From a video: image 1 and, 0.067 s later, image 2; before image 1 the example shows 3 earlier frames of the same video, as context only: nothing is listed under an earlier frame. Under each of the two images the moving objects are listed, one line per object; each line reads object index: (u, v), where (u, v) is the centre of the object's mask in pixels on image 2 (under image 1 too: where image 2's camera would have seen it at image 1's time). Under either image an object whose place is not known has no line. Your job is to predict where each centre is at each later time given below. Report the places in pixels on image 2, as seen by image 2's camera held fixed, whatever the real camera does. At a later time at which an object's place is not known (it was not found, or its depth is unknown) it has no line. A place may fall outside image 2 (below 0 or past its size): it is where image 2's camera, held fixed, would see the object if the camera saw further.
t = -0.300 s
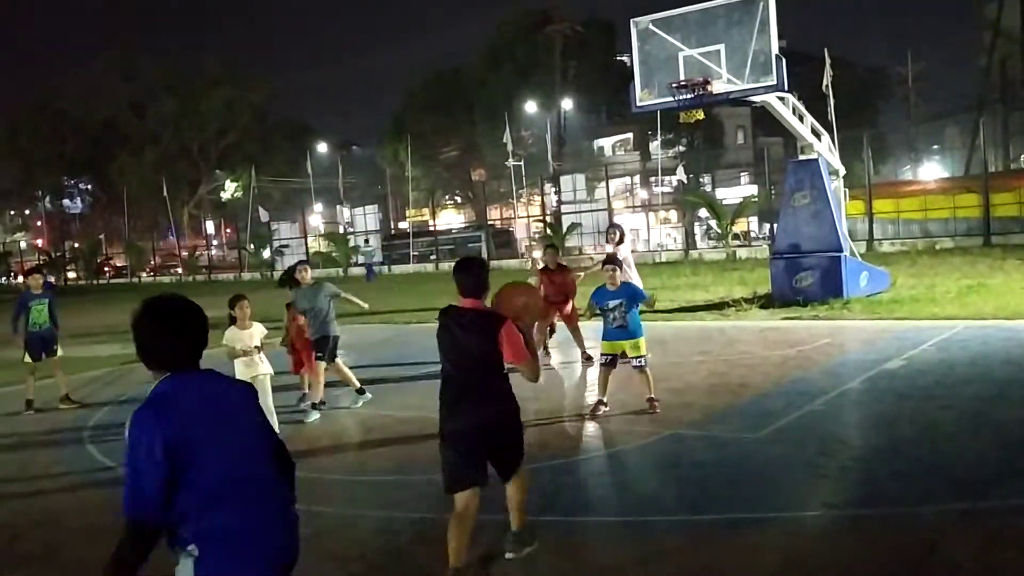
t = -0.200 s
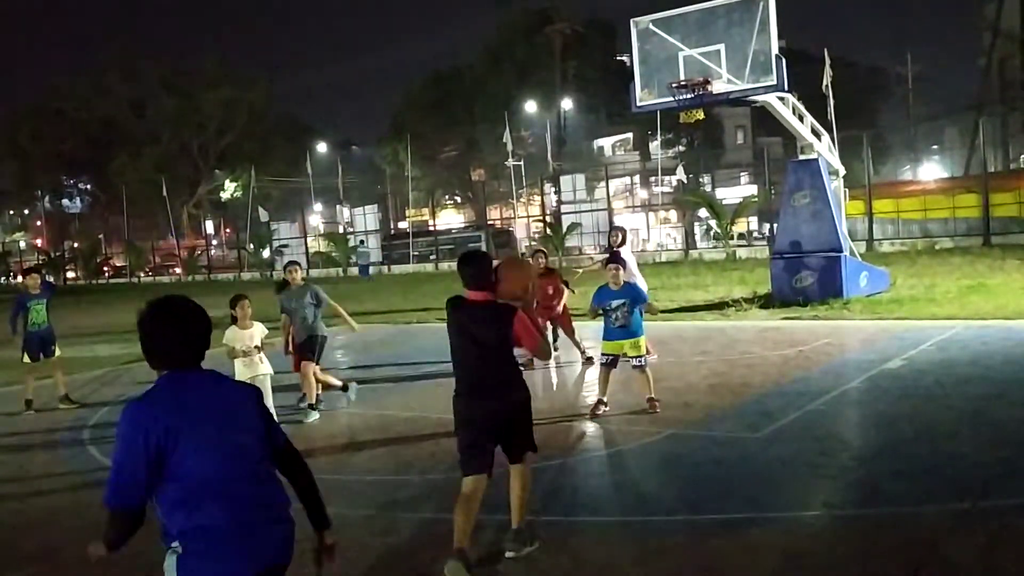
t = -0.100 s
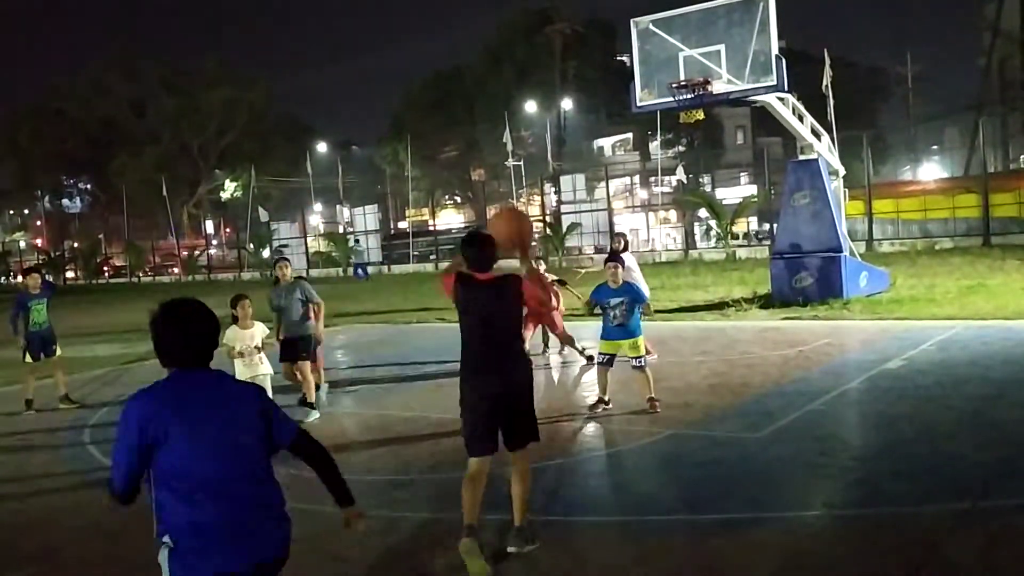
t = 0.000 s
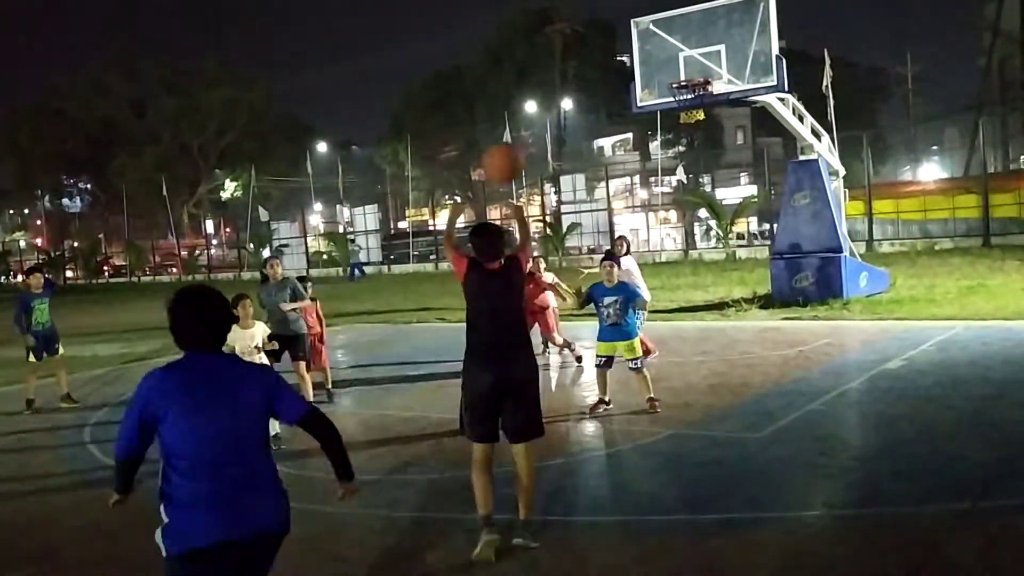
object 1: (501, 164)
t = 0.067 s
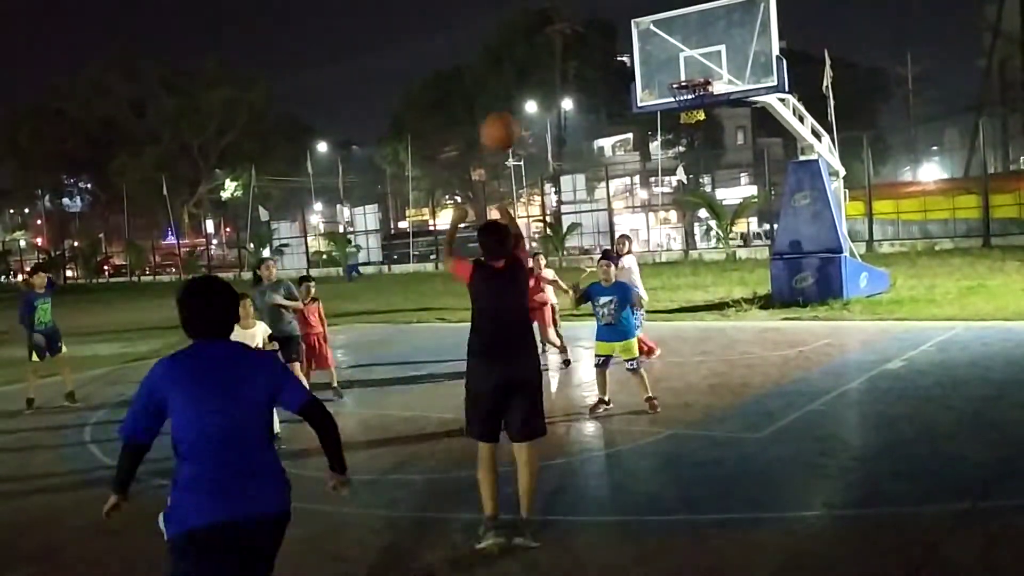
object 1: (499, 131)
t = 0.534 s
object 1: (495, 141)
